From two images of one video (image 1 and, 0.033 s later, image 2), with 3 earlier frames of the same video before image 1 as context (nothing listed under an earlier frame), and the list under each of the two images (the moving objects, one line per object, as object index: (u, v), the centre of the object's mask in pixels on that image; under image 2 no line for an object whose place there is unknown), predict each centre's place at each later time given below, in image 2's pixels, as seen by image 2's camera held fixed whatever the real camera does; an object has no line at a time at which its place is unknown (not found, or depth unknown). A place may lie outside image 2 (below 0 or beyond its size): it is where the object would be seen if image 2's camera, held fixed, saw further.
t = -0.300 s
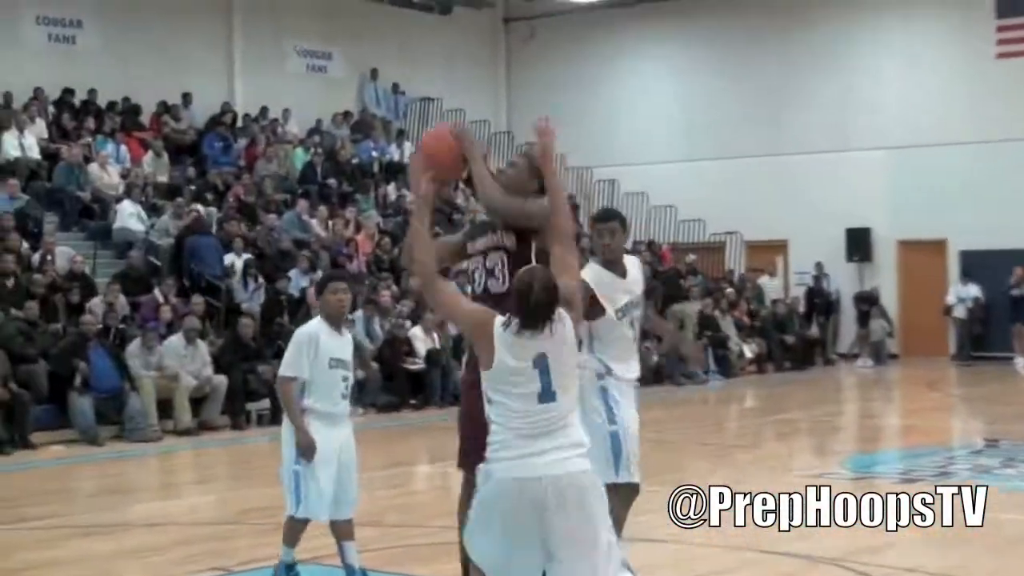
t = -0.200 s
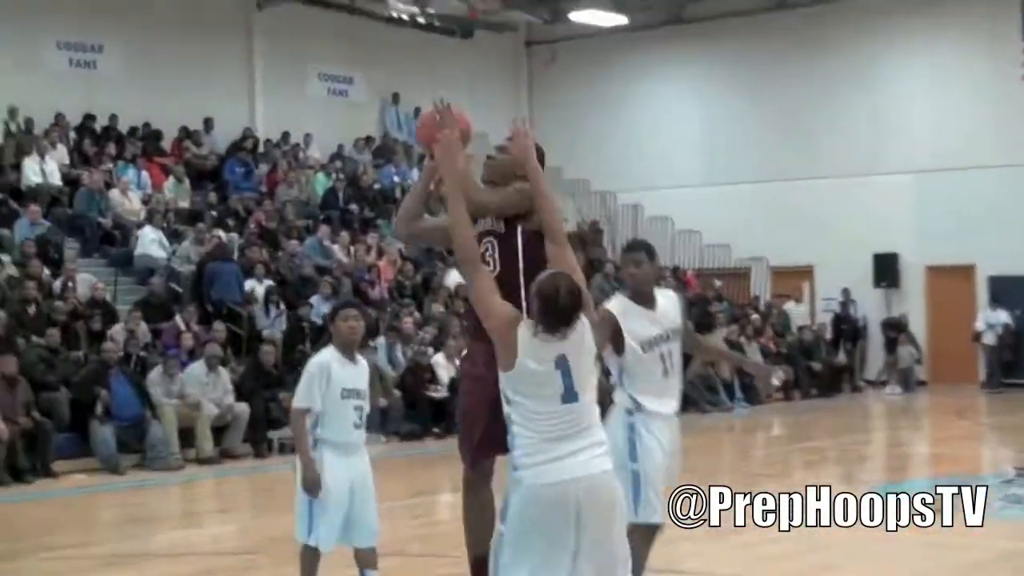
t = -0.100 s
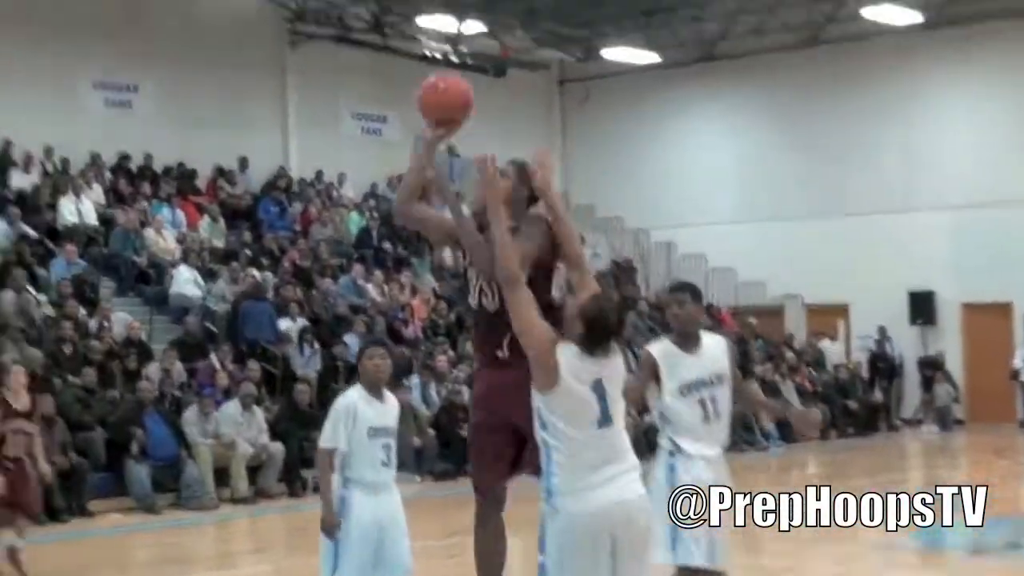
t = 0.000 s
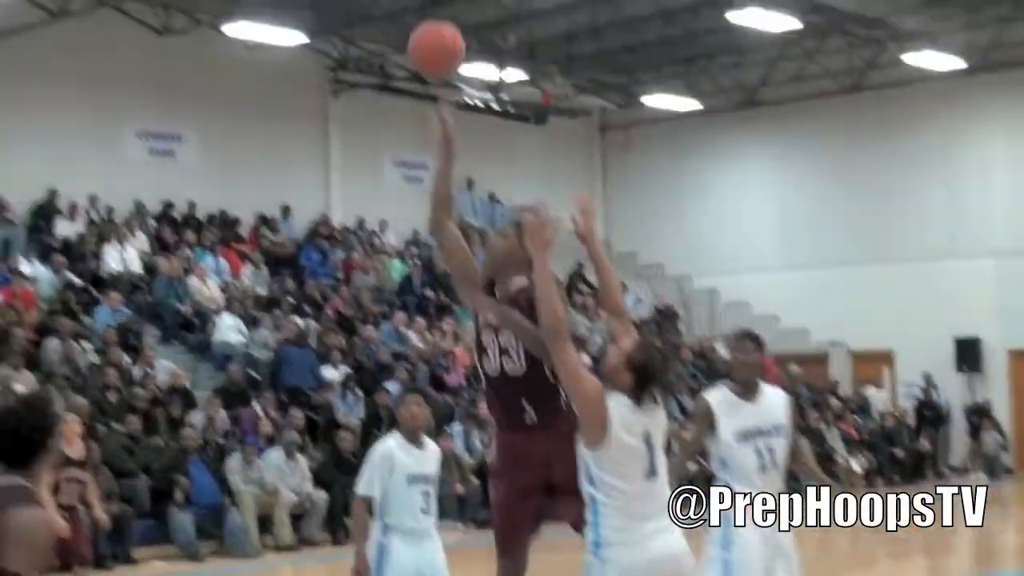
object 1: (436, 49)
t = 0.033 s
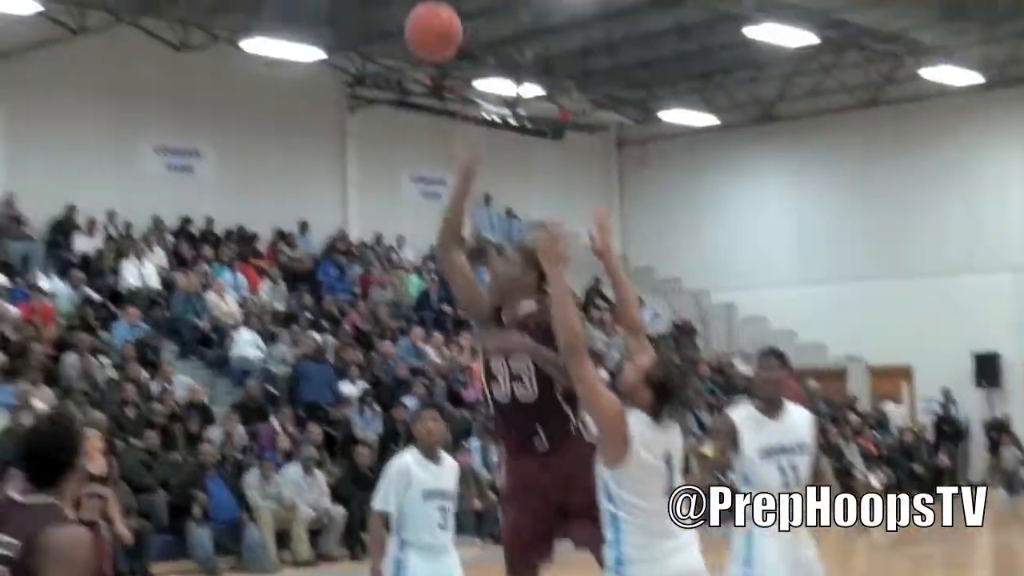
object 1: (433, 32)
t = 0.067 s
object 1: (408, 6)
